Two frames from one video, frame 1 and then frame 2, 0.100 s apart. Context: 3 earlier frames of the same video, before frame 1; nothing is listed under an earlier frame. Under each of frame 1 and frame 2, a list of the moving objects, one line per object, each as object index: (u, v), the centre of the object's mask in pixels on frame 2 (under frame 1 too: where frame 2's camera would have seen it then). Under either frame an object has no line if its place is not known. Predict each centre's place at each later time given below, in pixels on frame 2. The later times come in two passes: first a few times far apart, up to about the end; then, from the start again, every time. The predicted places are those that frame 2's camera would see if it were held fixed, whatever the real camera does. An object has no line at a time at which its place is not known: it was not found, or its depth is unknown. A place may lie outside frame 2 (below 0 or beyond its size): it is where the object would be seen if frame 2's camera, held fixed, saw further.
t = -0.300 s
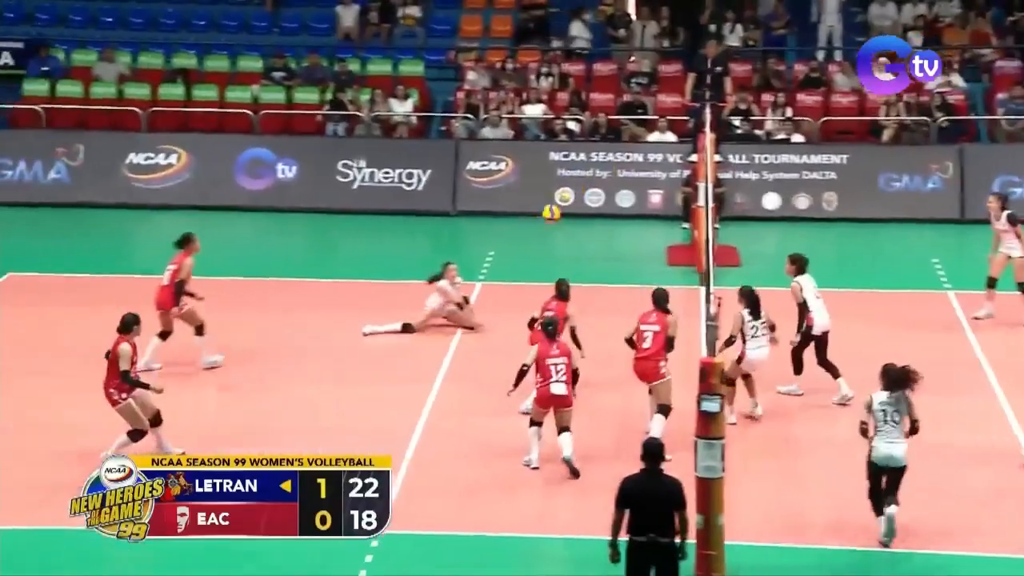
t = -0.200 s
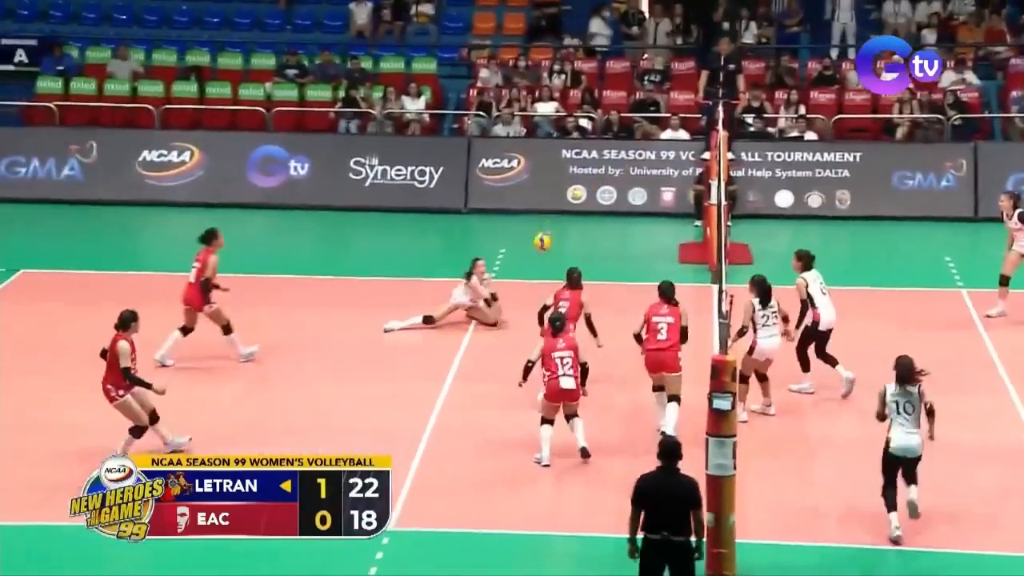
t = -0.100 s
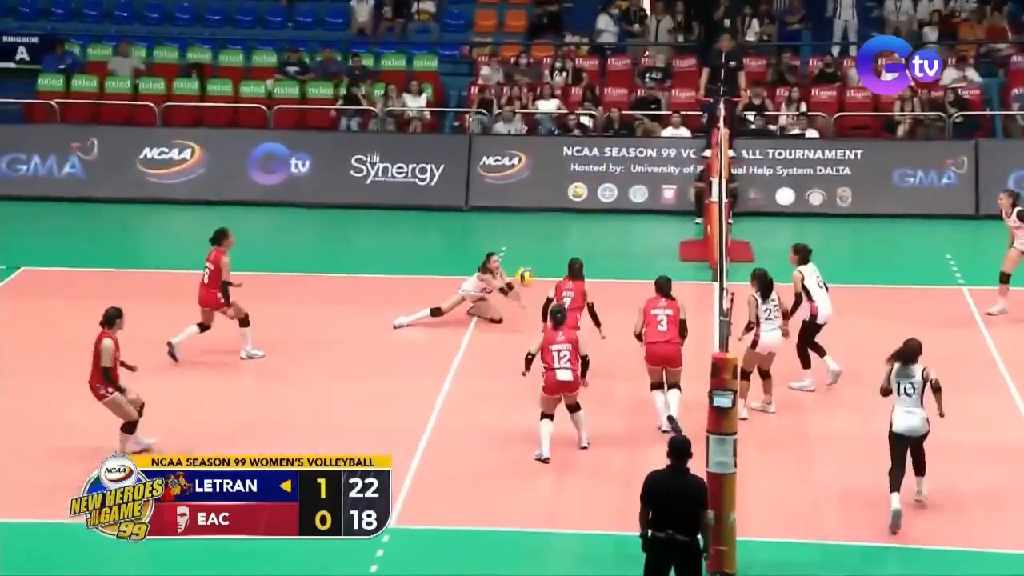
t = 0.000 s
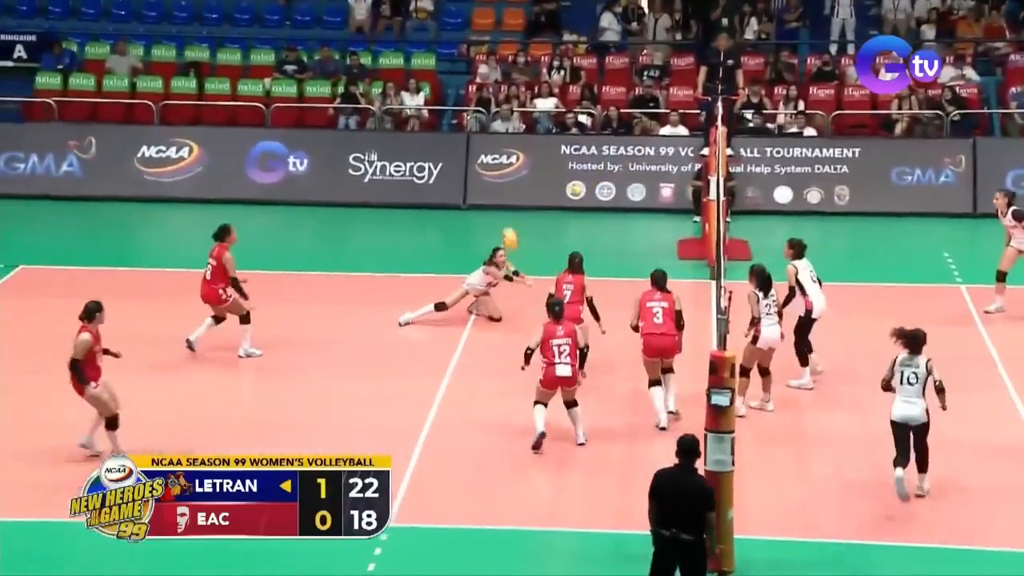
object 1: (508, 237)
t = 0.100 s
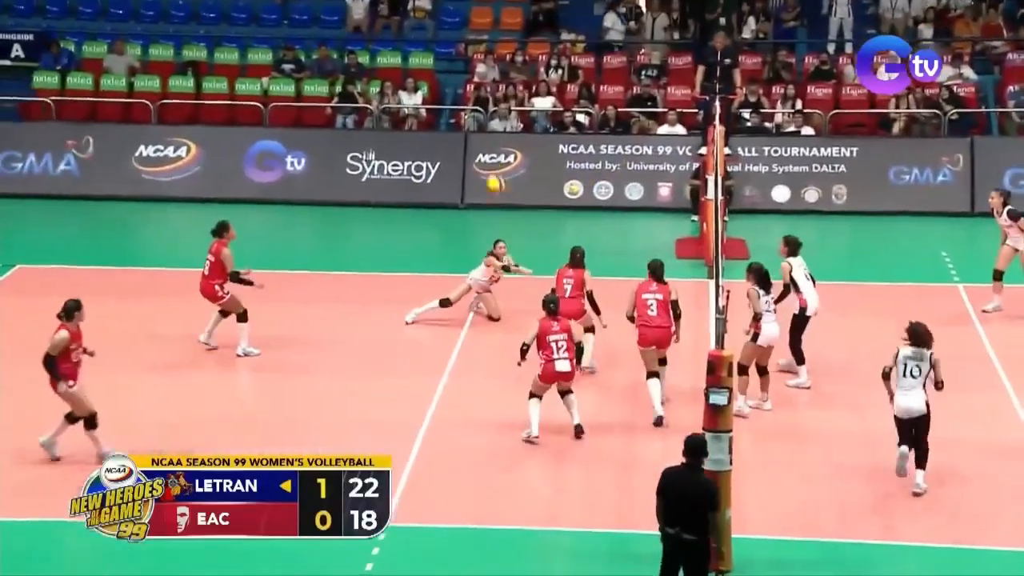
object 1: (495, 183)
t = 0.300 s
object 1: (470, 97)
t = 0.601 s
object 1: (427, 25)
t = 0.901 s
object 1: (383, 33)
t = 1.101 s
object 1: (355, 87)
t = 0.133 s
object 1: (491, 167)
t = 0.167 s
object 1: (487, 152)
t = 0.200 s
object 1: (484, 137)
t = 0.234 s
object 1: (478, 123)
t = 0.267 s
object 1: (476, 111)
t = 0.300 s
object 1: (470, 97)
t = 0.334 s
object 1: (465, 85)
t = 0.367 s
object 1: (461, 75)
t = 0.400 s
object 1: (457, 65)
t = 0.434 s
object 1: (451, 57)
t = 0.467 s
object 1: (447, 49)
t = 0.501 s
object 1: (442, 41)
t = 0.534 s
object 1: (437, 35)
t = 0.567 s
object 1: (432, 29)
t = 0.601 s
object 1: (427, 25)
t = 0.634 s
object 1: (422, 22)
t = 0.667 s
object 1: (418, 19)
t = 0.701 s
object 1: (413, 18)
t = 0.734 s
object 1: (407, 18)
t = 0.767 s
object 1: (402, 19)
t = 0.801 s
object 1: (397, 20)
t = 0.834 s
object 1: (392, 24)
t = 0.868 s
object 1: (388, 27)
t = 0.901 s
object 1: (383, 33)
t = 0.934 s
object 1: (378, 38)
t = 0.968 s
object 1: (372, 46)
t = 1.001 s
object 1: (368, 54)
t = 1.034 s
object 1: (363, 63)
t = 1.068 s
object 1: (359, 74)
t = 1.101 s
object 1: (355, 87)
